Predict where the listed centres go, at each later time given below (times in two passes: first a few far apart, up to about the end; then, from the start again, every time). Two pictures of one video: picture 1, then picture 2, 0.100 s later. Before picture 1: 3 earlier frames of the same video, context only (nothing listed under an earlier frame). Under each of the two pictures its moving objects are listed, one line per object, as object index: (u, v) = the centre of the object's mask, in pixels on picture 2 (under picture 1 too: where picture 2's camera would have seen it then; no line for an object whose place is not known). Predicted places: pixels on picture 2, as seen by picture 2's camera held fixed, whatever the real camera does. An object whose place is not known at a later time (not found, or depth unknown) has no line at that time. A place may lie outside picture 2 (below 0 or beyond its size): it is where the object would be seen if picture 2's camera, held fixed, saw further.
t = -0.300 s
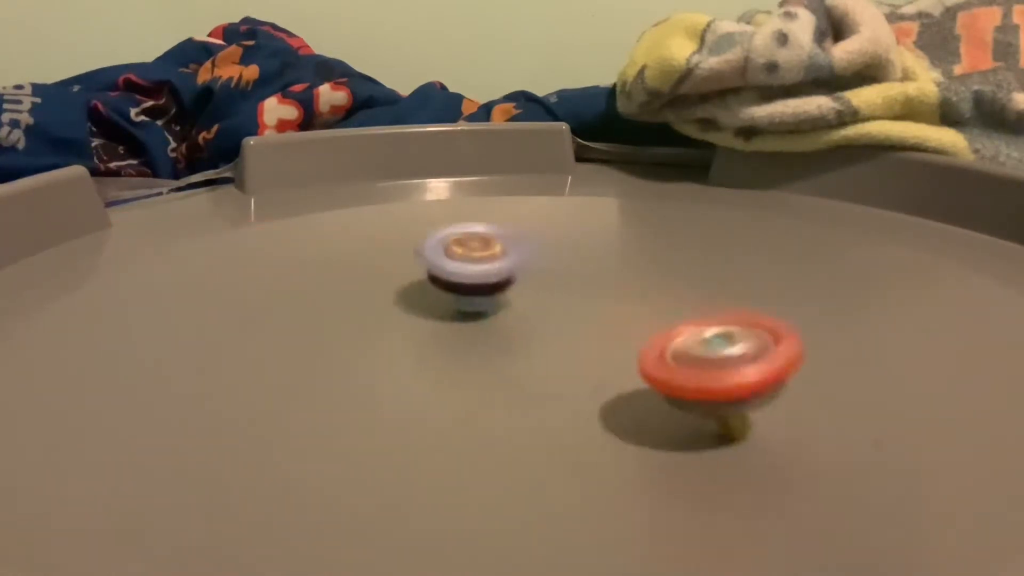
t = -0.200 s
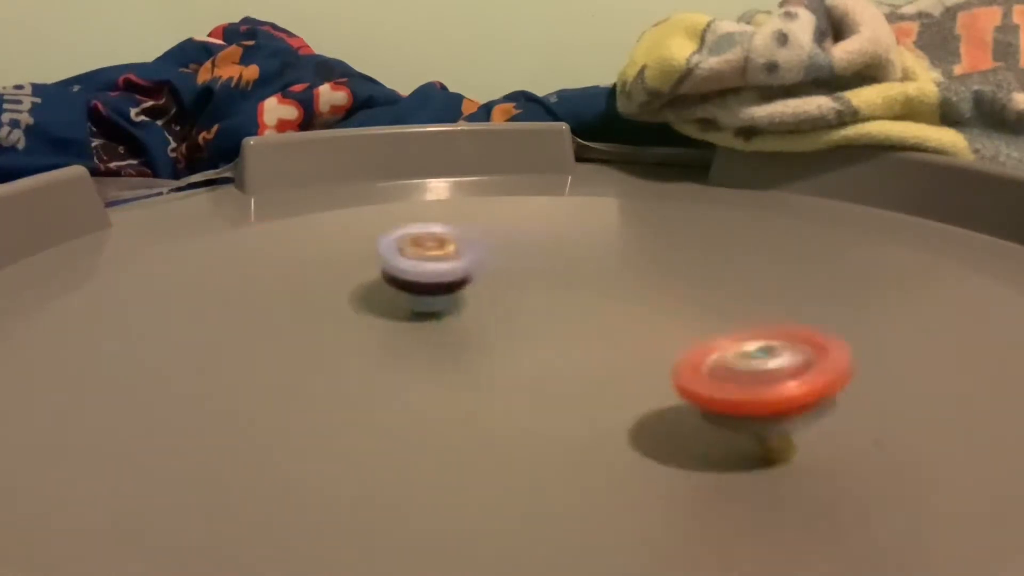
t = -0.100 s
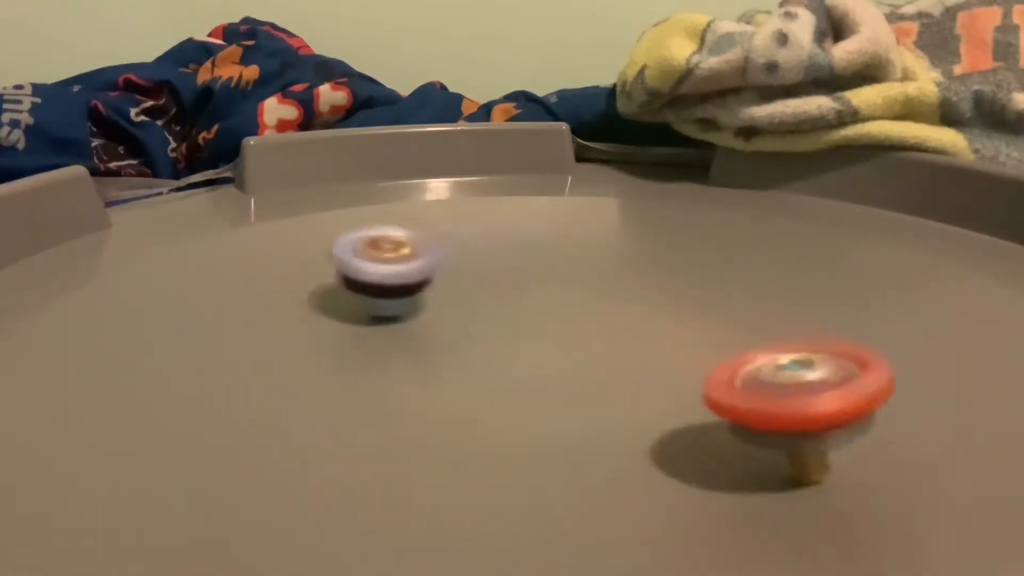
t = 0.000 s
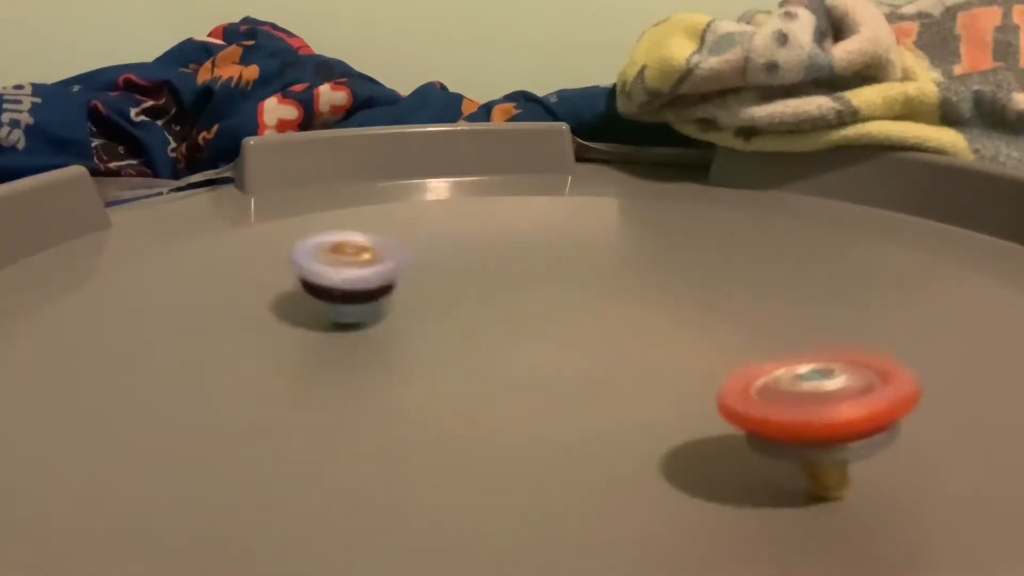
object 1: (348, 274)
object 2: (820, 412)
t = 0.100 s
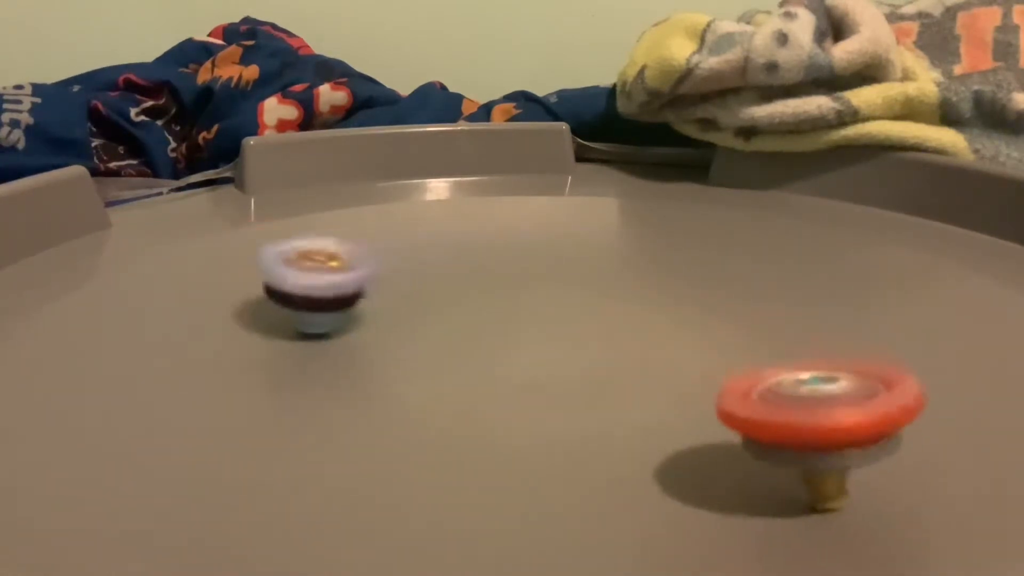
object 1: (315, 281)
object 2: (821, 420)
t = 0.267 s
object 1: (277, 296)
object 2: (778, 428)
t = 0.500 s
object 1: (276, 328)
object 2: (671, 411)
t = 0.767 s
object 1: (364, 365)
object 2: (563, 366)
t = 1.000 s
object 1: (494, 380)
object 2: (541, 309)
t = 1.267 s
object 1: (646, 369)
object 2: (549, 278)
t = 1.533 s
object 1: (740, 333)
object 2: (594, 249)
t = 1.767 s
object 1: (754, 299)
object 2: (639, 241)
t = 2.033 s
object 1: (769, 300)
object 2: (636, 232)
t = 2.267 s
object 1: (810, 335)
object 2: (590, 223)
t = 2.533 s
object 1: (796, 373)
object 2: (541, 229)
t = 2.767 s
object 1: (684, 385)
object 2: (499, 244)
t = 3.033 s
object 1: (539, 373)
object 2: (443, 269)
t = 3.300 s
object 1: (420, 353)
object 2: (371, 285)
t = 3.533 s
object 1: (371, 351)
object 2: (306, 284)
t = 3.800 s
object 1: (389, 350)
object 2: (275, 287)
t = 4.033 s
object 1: (453, 338)
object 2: (304, 286)
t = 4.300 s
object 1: (518, 314)
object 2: (380, 297)
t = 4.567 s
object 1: (572, 280)
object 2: (418, 324)
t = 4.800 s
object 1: (547, 264)
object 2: (465, 347)
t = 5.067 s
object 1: (516, 269)
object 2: (511, 371)
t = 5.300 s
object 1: (523, 291)
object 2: (539, 385)
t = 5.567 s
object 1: (581, 307)
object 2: (567, 388)
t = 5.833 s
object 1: (650, 297)
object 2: (597, 374)
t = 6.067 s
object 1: (665, 282)
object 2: (624, 356)
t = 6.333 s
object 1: (602, 275)
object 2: (663, 334)
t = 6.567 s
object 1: (550, 269)
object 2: (699, 344)
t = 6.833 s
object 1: (544, 307)
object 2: (699, 351)
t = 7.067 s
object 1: (594, 309)
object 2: (663, 349)
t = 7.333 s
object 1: (589, 276)
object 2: (625, 343)
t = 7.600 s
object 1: (508, 276)
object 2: (618, 346)
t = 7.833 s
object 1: (471, 260)
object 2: (624, 355)
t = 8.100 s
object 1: (496, 276)
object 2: (610, 356)
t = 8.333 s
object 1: (516, 269)
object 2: (595, 342)
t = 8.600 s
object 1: (523, 272)
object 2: (607, 323)
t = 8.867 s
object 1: (534, 269)
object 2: (631, 307)
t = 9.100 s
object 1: (506, 252)
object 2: (644, 321)
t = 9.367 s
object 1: (503, 288)
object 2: (597, 333)
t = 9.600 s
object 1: (563, 273)
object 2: (575, 333)
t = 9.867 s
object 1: (545, 281)
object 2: (533, 342)
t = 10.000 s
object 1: (568, 294)
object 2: (513, 338)
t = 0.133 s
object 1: (308, 284)
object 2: (816, 422)
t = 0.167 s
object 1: (298, 287)
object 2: (810, 425)
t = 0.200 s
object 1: (290, 290)
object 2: (800, 427)
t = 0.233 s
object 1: (283, 294)
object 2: (790, 428)
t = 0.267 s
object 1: (277, 296)
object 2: (778, 428)
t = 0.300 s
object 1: (273, 301)
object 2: (767, 427)
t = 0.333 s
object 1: (271, 304)
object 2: (752, 427)
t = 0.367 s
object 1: (270, 308)
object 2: (738, 424)
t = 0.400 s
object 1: (269, 313)
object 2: (722, 423)
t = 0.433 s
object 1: (269, 318)
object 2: (705, 420)
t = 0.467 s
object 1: (272, 324)
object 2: (688, 417)
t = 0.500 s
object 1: (276, 328)
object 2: (671, 411)
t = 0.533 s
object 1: (283, 332)
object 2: (655, 407)
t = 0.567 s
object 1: (291, 338)
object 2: (638, 403)
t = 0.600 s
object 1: (300, 343)
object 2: (624, 396)
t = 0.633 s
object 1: (309, 349)
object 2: (609, 392)
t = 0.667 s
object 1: (322, 352)
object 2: (595, 385)
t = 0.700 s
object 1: (333, 355)
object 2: (582, 379)
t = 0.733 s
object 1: (350, 362)
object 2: (571, 371)
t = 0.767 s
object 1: (364, 365)
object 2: (563, 366)
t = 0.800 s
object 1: (380, 369)
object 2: (554, 360)
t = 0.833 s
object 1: (397, 371)
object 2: (547, 352)
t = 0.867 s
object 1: (416, 373)
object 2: (545, 346)
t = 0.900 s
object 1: (437, 377)
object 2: (544, 342)
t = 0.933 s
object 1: (456, 379)
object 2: (545, 332)
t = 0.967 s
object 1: (476, 379)
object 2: (543, 318)
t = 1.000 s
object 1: (494, 380)
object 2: (541, 309)
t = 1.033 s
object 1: (513, 381)
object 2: (541, 303)
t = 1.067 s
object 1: (530, 378)
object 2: (542, 299)
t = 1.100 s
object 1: (552, 380)
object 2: (542, 295)
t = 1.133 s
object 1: (571, 379)
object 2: (543, 292)
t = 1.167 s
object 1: (591, 378)
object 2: (544, 288)
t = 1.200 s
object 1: (611, 376)
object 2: (546, 286)
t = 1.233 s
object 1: (629, 372)
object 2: (547, 283)
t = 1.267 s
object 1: (646, 369)
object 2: (549, 278)
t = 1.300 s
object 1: (664, 365)
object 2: (552, 273)
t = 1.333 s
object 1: (679, 361)
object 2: (555, 269)
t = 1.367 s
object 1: (693, 358)
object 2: (560, 263)
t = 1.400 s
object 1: (705, 353)
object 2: (566, 261)
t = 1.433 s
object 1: (716, 348)
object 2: (572, 257)
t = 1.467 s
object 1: (725, 344)
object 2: (578, 255)
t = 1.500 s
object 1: (732, 339)
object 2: (585, 252)
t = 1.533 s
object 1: (740, 333)
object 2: (594, 249)
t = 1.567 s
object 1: (744, 328)
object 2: (600, 247)
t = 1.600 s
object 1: (749, 323)
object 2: (608, 245)
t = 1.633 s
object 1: (752, 318)
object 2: (614, 244)
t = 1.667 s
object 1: (754, 313)
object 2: (621, 243)
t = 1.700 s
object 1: (753, 308)
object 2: (628, 241)
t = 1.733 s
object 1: (755, 304)
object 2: (634, 241)
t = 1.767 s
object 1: (754, 299)
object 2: (639, 241)
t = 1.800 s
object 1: (752, 295)
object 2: (645, 240)
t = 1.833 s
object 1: (748, 291)
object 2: (651, 241)
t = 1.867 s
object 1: (743, 287)
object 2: (655, 241)
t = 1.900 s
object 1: (738, 284)
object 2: (657, 243)
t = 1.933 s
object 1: (733, 281)
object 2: (660, 239)
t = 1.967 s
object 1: (741, 287)
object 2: (658, 240)
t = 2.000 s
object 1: (758, 293)
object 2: (646, 235)
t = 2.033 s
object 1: (769, 300)
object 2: (636, 232)
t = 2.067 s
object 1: (776, 306)
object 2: (629, 230)
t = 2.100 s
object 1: (782, 311)
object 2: (621, 228)
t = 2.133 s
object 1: (788, 316)
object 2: (615, 227)
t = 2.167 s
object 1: (794, 320)
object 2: (608, 225)
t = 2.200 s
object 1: (800, 325)
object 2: (602, 224)
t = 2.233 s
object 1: (805, 330)
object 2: (595, 224)
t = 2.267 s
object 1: (810, 335)
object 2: (590, 223)
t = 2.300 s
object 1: (813, 340)
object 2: (583, 223)
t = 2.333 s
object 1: (816, 344)
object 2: (578, 222)
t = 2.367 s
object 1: (817, 350)
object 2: (571, 222)
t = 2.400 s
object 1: (817, 354)
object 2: (565, 223)
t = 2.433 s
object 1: (816, 360)
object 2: (559, 224)
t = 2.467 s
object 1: (811, 364)
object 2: (553, 226)
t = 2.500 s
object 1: (804, 369)
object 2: (547, 227)
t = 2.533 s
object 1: (796, 373)
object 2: (541, 229)
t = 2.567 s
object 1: (781, 376)
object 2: (536, 230)
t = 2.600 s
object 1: (770, 380)
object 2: (529, 232)
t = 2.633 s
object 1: (753, 380)
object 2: (523, 234)
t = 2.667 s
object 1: (738, 383)
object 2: (517, 237)
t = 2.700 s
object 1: (718, 383)
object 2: (511, 239)
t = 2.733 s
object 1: (701, 384)
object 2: (505, 242)
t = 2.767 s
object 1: (684, 385)
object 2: (499, 244)
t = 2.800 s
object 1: (664, 384)
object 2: (493, 247)
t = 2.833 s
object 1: (644, 383)
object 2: (486, 250)
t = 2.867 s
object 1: (626, 383)
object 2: (480, 253)
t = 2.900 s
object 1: (609, 382)
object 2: (473, 256)
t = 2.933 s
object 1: (589, 380)
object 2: (466, 260)
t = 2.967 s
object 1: (572, 377)
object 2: (459, 263)
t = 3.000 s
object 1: (557, 376)
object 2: (451, 267)
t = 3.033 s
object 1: (539, 373)
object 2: (443, 269)
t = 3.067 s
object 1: (522, 371)
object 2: (435, 273)
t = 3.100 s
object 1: (508, 368)
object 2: (427, 276)
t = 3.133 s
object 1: (492, 366)
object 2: (419, 277)
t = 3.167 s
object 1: (476, 364)
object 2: (410, 278)
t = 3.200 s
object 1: (461, 360)
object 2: (400, 281)
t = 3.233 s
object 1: (448, 357)
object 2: (391, 283)
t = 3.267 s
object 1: (434, 355)
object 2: (382, 282)
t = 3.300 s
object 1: (420, 353)
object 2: (371, 285)
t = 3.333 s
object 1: (407, 350)
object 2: (364, 284)
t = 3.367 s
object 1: (394, 347)
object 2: (355, 285)
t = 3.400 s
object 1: (385, 346)
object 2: (346, 286)
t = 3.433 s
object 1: (381, 348)
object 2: (333, 285)
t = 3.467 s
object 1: (375, 349)
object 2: (327, 285)
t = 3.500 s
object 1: (374, 351)
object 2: (318, 284)
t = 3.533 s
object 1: (371, 351)
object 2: (306, 284)
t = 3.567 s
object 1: (368, 351)
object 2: (299, 284)
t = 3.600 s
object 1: (366, 352)
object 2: (291, 287)
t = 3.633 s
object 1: (368, 350)
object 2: (286, 287)
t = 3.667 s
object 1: (368, 352)
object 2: (282, 288)
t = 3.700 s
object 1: (370, 350)
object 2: (278, 287)
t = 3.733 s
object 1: (376, 351)
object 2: (276, 287)
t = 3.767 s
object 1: (383, 352)
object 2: (275, 286)
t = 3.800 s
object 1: (389, 350)
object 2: (275, 287)
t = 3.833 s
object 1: (392, 350)
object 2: (276, 286)
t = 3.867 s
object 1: (400, 348)
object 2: (277, 285)
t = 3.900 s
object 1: (412, 348)
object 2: (279, 285)
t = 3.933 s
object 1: (424, 344)
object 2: (284, 285)
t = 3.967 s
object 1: (433, 342)
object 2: (290, 285)
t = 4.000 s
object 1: (444, 340)
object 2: (297, 286)
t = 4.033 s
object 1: (453, 338)
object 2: (304, 286)
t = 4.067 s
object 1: (463, 337)
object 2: (312, 288)
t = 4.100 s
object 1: (474, 333)
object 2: (321, 289)
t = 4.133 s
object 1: (483, 330)
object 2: (330, 290)
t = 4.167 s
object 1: (491, 328)
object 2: (340, 292)
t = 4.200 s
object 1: (499, 324)
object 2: (349, 292)
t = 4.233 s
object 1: (504, 321)
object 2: (359, 294)
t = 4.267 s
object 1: (512, 318)
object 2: (370, 295)
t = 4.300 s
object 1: (518, 314)
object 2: (380, 297)
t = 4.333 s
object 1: (530, 309)
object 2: (387, 300)
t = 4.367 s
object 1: (544, 305)
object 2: (388, 302)
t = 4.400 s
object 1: (552, 302)
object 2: (392, 306)
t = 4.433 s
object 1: (558, 298)
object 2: (396, 309)
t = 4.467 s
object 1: (563, 294)
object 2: (402, 313)
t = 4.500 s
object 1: (566, 289)
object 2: (407, 316)
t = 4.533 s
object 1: (570, 284)
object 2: (413, 320)
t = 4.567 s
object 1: (572, 280)
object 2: (418, 324)
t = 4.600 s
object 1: (570, 277)
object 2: (426, 327)
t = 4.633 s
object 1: (568, 274)
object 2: (432, 330)
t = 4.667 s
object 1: (565, 272)
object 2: (439, 334)
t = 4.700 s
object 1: (562, 269)
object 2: (445, 336)
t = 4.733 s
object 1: (557, 267)
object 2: (452, 340)
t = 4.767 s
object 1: (551, 266)
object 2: (459, 343)
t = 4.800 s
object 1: (547, 264)
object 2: (465, 347)
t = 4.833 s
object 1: (542, 263)
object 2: (473, 351)
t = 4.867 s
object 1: (537, 261)
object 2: (480, 354)
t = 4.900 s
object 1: (530, 261)
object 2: (486, 357)
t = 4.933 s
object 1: (530, 261)
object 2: (493, 359)
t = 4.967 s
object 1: (527, 262)
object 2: (498, 362)
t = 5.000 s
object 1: (523, 263)
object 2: (503, 364)
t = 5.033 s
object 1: (520, 266)
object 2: (507, 367)
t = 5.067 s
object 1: (516, 269)
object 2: (511, 371)
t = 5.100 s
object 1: (515, 271)
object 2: (516, 373)
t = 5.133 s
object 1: (513, 274)
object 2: (520, 375)
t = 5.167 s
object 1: (513, 277)
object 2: (524, 378)
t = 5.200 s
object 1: (513, 279)
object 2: (528, 380)
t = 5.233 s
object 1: (514, 283)
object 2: (532, 383)
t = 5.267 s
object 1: (518, 288)
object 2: (536, 383)
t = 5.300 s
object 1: (523, 291)
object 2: (539, 385)
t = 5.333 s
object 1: (527, 293)
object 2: (543, 386)
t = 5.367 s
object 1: (532, 296)
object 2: (547, 387)
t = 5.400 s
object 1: (538, 299)
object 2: (549, 387)
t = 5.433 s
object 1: (546, 302)
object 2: (551, 389)
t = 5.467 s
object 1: (555, 305)
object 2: (556, 389)
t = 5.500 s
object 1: (563, 306)
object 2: (559, 389)
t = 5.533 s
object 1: (571, 306)
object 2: (564, 388)
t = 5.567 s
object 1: (581, 307)
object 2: (567, 388)
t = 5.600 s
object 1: (592, 307)
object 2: (571, 387)
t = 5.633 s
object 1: (600, 306)
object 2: (572, 386)
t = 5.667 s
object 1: (609, 306)
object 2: (577, 385)
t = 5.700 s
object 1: (619, 304)
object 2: (581, 384)
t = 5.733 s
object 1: (628, 302)
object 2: (586, 381)
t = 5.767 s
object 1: (638, 300)
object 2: (589, 379)
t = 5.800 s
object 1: (644, 299)
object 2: (593, 377)
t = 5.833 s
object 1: (650, 297)
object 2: (597, 374)
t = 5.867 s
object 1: (656, 296)
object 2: (600, 372)
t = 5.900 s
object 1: (661, 293)
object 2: (604, 370)
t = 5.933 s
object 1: (664, 291)
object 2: (608, 367)
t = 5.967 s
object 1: (666, 288)
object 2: (612, 364)
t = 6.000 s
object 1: (666, 286)
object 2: (616, 362)
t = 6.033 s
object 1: (667, 283)
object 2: (619, 360)
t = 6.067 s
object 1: (665, 282)
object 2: (624, 356)
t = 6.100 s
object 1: (662, 278)
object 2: (628, 352)
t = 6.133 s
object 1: (661, 277)
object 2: (631, 350)
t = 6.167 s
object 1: (655, 275)
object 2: (635, 348)
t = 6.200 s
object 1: (650, 273)
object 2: (638, 345)
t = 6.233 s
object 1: (642, 272)
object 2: (645, 338)
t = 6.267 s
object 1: (631, 271)
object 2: (650, 336)
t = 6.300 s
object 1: (620, 272)
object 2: (656, 334)
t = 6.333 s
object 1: (602, 275)
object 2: (663, 334)
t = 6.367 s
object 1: (596, 270)
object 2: (670, 335)
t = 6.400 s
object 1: (583, 268)
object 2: (675, 336)
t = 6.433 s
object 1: (574, 267)
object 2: (682, 337)
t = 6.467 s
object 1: (563, 264)
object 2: (687, 339)
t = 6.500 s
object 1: (558, 264)
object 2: (693, 340)
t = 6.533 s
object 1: (552, 266)
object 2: (697, 343)
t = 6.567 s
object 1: (550, 269)
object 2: (699, 344)
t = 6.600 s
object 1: (545, 272)
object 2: (702, 344)
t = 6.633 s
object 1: (542, 275)
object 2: (703, 345)
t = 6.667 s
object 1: (535, 283)
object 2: (704, 346)
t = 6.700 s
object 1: (533, 289)
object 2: (704, 347)
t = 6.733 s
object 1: (533, 293)
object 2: (704, 349)
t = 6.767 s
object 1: (535, 300)
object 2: (702, 349)
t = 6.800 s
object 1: (538, 304)
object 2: (700, 349)
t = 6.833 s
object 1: (544, 307)
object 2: (699, 351)
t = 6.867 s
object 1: (553, 309)
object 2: (695, 351)
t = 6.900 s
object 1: (562, 313)
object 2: (691, 350)
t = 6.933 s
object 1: (570, 315)
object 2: (687, 350)
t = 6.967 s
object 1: (577, 315)
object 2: (679, 350)
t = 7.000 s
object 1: (584, 316)
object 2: (675, 350)
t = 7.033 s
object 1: (590, 312)
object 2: (669, 350)
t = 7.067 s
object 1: (594, 309)
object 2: (663, 349)
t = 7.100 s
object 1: (597, 303)
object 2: (658, 347)
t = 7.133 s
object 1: (601, 300)
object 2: (651, 349)
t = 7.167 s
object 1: (601, 294)
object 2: (648, 349)
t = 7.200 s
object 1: (604, 286)
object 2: (644, 347)
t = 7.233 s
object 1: (603, 284)
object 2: (640, 346)
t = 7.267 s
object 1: (597, 281)
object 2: (636, 345)
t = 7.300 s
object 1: (595, 277)
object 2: (630, 344)
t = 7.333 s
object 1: (589, 276)
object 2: (625, 343)
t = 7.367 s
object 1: (583, 276)
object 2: (621, 342)
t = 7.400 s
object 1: (573, 275)
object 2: (616, 339)
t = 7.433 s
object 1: (564, 273)
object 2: (610, 339)
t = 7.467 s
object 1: (559, 273)
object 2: (603, 336)
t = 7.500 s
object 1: (549, 278)
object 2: (602, 334)
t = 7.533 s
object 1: (533, 282)
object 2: (601, 336)
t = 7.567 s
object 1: (520, 278)
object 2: (613, 341)
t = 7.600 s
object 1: (508, 276)
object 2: (618, 346)
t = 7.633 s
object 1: (494, 269)
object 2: (622, 349)
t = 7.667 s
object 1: (483, 262)
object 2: (623, 351)
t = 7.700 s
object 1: (475, 260)
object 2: (625, 351)
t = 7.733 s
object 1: (469, 258)
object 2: (626, 354)
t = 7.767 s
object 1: (471, 255)
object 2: (626, 354)
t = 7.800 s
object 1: (472, 258)
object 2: (626, 355)
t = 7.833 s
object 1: (471, 260)
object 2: (624, 355)
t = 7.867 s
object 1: (471, 260)
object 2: (625, 357)
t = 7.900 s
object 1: (474, 262)
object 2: (622, 357)
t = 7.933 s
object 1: (475, 263)
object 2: (618, 357)
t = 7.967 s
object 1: (479, 265)
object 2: (619, 358)
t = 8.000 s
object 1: (484, 267)
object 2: (615, 357)
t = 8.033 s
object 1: (489, 272)
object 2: (613, 356)
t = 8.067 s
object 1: (490, 273)
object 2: (613, 356)
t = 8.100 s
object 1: (496, 276)
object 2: (610, 356)
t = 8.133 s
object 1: (501, 277)
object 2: (604, 355)
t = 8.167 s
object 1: (506, 277)
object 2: (604, 354)
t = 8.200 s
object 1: (508, 277)
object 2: (603, 352)
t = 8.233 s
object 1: (510, 277)
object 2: (599, 350)
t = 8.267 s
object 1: (513, 276)
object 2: (599, 348)
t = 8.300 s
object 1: (514, 272)
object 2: (598, 346)
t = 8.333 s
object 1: (516, 269)
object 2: (595, 342)
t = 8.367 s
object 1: (519, 266)
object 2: (595, 340)
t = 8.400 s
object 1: (526, 263)
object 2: (596, 338)
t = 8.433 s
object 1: (524, 264)
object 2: (596, 335)
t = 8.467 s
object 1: (518, 267)
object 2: (598, 332)
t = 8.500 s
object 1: (519, 265)
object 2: (600, 330)
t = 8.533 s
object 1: (522, 265)
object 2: (602, 328)
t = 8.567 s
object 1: (524, 268)
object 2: (604, 325)
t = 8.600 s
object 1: (523, 272)
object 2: (607, 323)
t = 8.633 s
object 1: (525, 276)
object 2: (609, 321)
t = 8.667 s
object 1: (526, 278)
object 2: (609, 317)
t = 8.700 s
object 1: (525, 281)
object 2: (611, 315)
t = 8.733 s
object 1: (534, 282)
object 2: (615, 313)
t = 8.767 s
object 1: (535, 275)
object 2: (614, 310)
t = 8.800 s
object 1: (537, 276)
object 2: (617, 309)
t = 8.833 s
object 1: (539, 274)
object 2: (621, 308)
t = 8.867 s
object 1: (534, 269)
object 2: (631, 307)
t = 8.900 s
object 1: (531, 262)
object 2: (635, 309)
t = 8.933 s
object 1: (527, 258)
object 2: (637, 310)
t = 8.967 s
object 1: (521, 251)
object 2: (641, 311)
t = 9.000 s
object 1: (517, 250)
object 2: (645, 314)
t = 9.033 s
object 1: (513, 250)
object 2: (644, 316)
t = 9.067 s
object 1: (510, 250)
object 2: (644, 319)
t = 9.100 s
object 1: (506, 252)
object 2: (644, 321)
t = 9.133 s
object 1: (502, 253)
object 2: (641, 324)
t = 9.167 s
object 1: (499, 259)
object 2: (637, 325)
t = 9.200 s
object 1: (494, 264)
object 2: (630, 328)
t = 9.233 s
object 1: (493, 269)
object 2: (627, 329)
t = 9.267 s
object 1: (490, 273)
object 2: (621, 331)
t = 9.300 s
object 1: (492, 280)
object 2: (612, 332)
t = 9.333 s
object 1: (499, 285)
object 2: (605, 333)
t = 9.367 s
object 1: (503, 288)
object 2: (597, 333)
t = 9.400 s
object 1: (511, 292)
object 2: (589, 334)
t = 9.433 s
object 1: (523, 290)
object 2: (582, 334)
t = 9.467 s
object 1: (529, 280)
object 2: (579, 333)
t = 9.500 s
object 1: (538, 285)
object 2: (583, 333)
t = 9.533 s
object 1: (551, 280)
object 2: (578, 333)
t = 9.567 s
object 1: (555, 281)
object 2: (577, 334)
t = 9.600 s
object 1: (563, 273)
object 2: (575, 333)
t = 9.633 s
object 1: (565, 271)
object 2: (569, 333)
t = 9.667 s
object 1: (559, 270)
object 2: (562, 334)
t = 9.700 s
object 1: (558, 268)
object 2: (553, 338)
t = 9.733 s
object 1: (558, 272)
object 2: (552, 341)
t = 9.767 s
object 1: (559, 269)
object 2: (550, 340)
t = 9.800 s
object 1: (557, 275)
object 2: (544, 339)
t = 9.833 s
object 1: (552, 276)
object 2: (537, 340)
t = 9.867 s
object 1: (545, 281)
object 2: (533, 342)
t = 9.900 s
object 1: (546, 285)
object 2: (530, 340)
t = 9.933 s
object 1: (549, 288)
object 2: (523, 338)
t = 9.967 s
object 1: (553, 288)
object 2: (519, 339)
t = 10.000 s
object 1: (568, 294)
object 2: (513, 338)
